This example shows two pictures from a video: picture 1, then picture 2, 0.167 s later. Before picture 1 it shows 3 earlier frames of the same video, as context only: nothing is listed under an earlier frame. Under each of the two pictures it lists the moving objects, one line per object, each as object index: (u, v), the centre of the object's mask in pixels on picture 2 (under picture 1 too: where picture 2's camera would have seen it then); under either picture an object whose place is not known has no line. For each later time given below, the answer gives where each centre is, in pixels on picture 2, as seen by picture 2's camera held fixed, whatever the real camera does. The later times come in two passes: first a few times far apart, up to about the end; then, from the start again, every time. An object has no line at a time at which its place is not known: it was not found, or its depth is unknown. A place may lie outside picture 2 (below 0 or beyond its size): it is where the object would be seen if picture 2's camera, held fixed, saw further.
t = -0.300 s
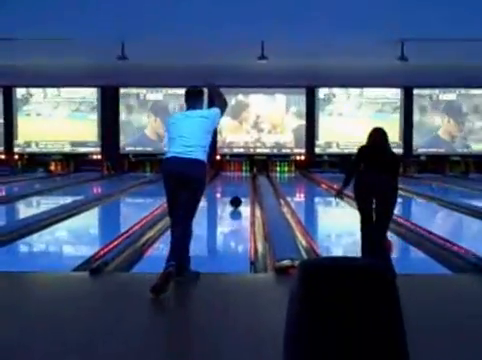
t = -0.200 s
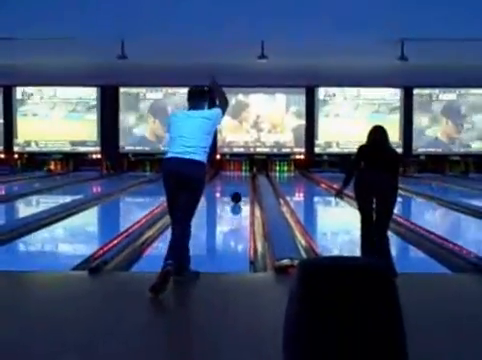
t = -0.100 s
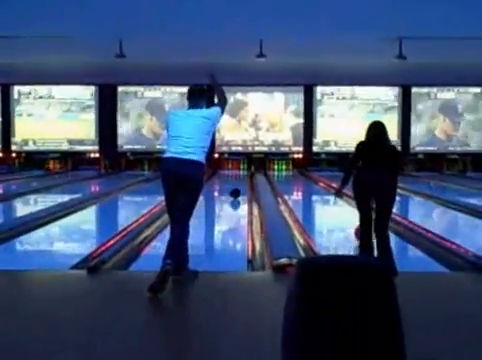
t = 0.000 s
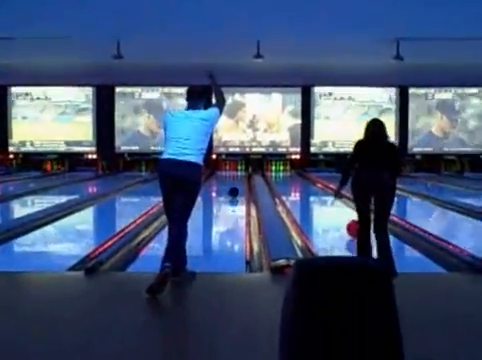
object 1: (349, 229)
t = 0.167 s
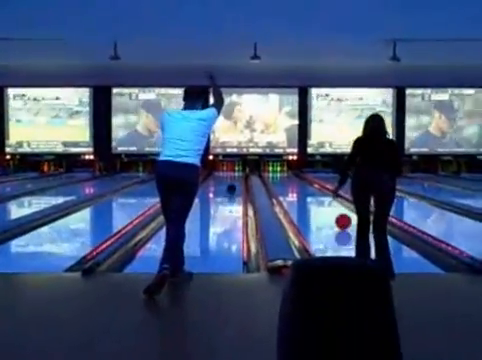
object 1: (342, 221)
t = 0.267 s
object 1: (338, 218)
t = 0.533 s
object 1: (328, 210)
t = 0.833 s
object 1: (320, 203)
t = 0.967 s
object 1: (317, 200)
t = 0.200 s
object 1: (341, 220)
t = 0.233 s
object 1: (339, 219)
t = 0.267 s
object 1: (338, 218)
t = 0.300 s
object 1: (337, 216)
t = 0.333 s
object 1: (335, 215)
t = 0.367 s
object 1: (334, 215)
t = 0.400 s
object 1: (333, 213)
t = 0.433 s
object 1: (332, 212)
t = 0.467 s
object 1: (331, 211)
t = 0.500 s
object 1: (329, 210)
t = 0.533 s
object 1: (328, 210)
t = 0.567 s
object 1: (327, 208)
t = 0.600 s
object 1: (326, 208)
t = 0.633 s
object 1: (325, 207)
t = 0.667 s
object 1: (324, 206)
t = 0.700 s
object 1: (323, 205)
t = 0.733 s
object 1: (322, 205)
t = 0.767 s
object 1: (322, 204)
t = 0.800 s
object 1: (320, 203)
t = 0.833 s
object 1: (320, 203)
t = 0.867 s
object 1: (319, 202)
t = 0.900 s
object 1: (318, 201)
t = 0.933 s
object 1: (318, 201)
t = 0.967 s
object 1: (317, 200)
